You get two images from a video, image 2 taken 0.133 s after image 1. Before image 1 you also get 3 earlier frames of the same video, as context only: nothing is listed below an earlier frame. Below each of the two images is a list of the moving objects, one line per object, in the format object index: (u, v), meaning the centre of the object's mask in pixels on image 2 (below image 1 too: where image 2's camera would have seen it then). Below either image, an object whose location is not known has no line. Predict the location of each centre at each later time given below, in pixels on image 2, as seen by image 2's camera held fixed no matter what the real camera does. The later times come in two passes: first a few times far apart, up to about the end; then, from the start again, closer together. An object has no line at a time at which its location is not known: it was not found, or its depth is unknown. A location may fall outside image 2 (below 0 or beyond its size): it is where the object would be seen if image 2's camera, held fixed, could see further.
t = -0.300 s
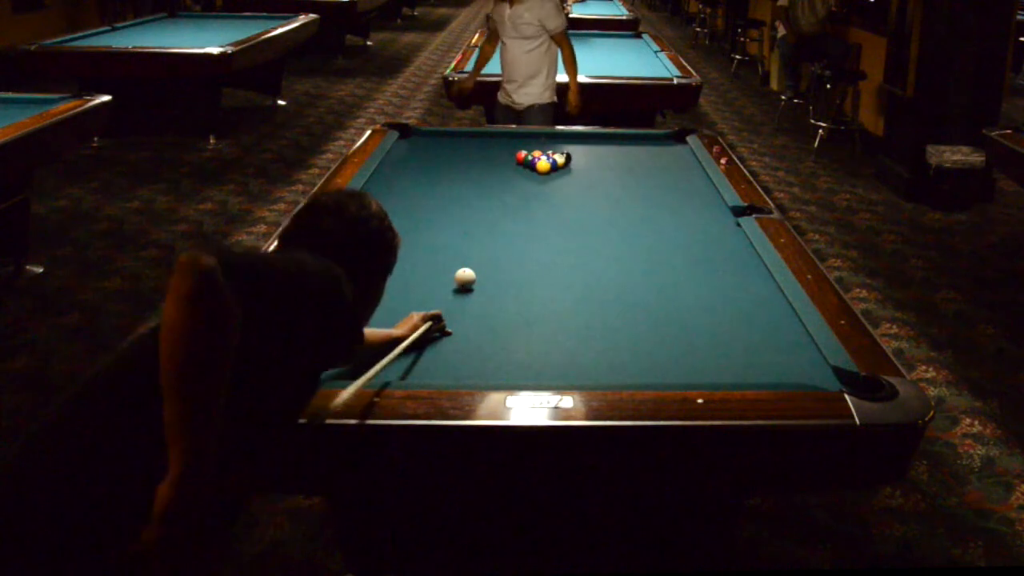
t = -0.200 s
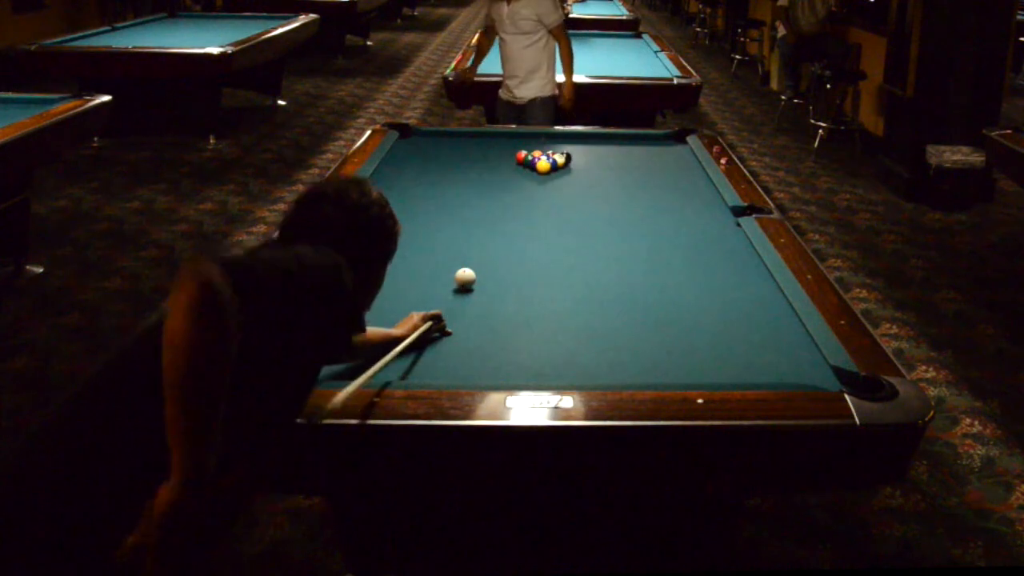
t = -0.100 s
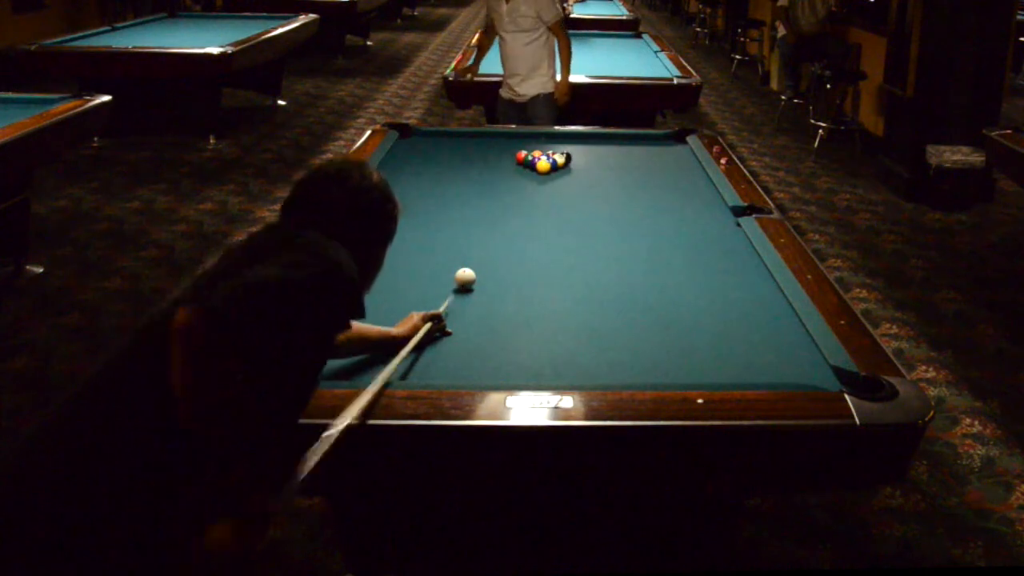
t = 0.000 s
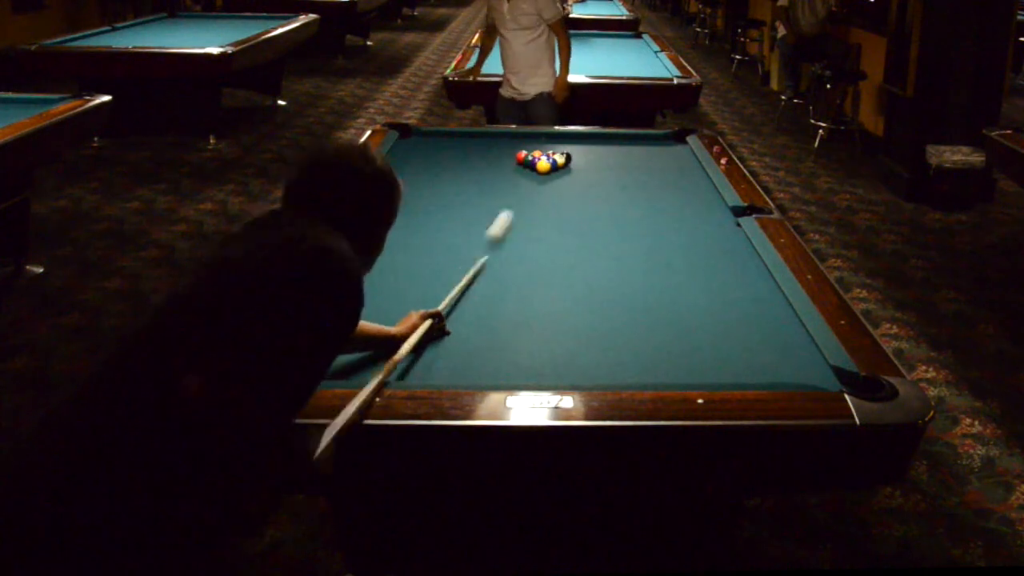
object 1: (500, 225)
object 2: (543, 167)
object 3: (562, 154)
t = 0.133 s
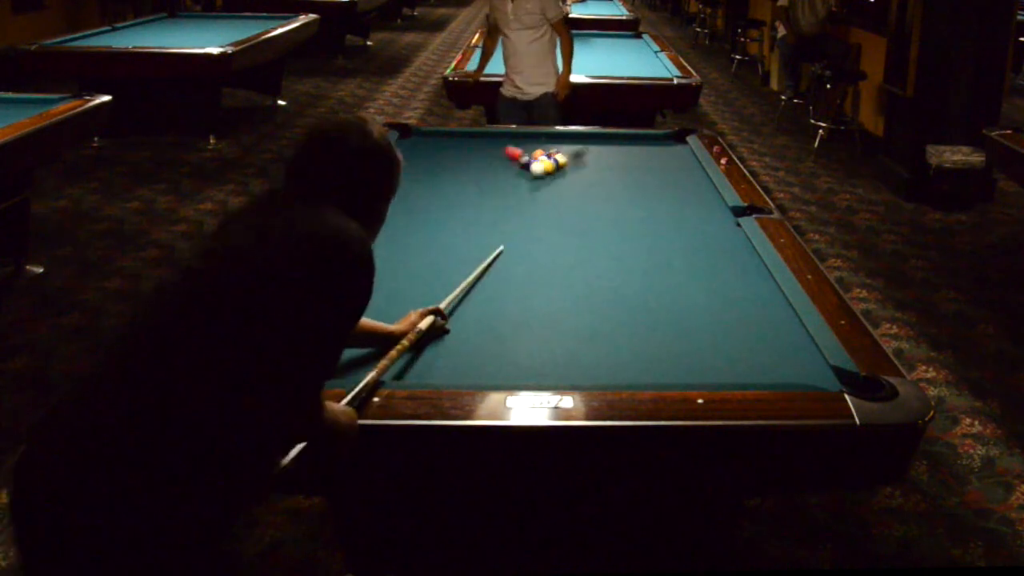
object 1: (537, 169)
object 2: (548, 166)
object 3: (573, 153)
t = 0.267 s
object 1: (524, 177)
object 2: (567, 171)
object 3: (630, 139)
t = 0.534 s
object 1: (504, 185)
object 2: (606, 178)
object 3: (694, 166)
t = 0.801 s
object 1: (487, 190)
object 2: (645, 187)
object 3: (677, 192)
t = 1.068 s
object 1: (470, 196)
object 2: (685, 194)
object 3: (653, 223)
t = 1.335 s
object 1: (453, 201)
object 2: (713, 202)
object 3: (624, 262)
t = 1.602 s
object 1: (438, 206)
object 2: (695, 205)
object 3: (587, 312)
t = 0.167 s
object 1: (534, 169)
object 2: (553, 168)
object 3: (593, 148)
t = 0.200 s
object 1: (530, 173)
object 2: (557, 169)
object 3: (606, 140)
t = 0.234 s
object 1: (527, 175)
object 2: (562, 170)
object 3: (620, 139)
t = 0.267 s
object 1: (524, 177)
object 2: (567, 171)
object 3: (630, 139)
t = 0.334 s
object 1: (518, 180)
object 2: (577, 172)
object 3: (645, 145)
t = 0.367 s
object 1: (515, 181)
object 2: (581, 173)
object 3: (653, 148)
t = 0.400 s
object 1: (513, 182)
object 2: (586, 174)
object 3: (661, 152)
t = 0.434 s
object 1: (511, 183)
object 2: (591, 175)
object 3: (670, 156)
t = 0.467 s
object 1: (508, 184)
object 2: (596, 176)
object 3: (679, 160)
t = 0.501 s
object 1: (506, 184)
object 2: (601, 177)
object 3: (686, 162)
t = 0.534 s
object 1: (504, 185)
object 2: (606, 178)
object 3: (694, 166)
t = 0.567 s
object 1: (502, 186)
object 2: (610, 179)
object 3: (693, 169)
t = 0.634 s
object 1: (498, 187)
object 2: (620, 181)
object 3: (689, 174)
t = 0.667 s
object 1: (495, 188)
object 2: (625, 182)
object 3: (686, 177)
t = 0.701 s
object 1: (493, 188)
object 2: (631, 183)
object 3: (684, 181)
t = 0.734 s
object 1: (491, 189)
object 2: (635, 184)
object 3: (681, 184)
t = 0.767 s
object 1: (489, 190)
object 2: (640, 185)
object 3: (679, 188)
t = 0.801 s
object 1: (487, 190)
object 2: (645, 187)
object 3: (677, 192)
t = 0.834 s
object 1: (485, 191)
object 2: (650, 187)
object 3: (674, 195)
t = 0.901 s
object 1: (480, 192)
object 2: (660, 189)
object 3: (669, 203)
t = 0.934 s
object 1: (478, 193)
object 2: (665, 190)
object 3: (666, 205)
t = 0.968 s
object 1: (476, 194)
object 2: (670, 191)
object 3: (663, 210)
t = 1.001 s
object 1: (474, 194)
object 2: (675, 192)
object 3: (659, 215)
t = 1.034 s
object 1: (472, 195)
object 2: (680, 194)
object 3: (657, 218)
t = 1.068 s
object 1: (470, 196)
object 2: (685, 194)
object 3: (653, 223)
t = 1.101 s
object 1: (468, 197)
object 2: (690, 195)
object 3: (650, 227)
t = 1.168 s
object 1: (464, 198)
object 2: (700, 198)
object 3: (644, 237)
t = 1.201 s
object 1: (461, 199)
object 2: (705, 198)
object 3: (639, 241)
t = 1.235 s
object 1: (459, 199)
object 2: (709, 199)
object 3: (636, 246)
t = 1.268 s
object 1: (457, 200)
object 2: (715, 200)
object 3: (632, 252)
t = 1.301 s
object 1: (455, 200)
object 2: (715, 201)
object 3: (628, 257)
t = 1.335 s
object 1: (453, 201)
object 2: (713, 202)
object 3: (624, 262)
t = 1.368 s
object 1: (451, 202)
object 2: (710, 202)
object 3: (620, 268)
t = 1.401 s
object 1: (449, 202)
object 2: (708, 202)
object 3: (616, 273)
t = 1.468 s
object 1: (446, 204)
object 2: (704, 203)
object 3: (607, 286)
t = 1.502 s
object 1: (444, 205)
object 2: (701, 204)
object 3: (602, 292)
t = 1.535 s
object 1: (442, 205)
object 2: (699, 204)
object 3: (597, 299)
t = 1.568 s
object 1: (440, 205)
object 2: (697, 205)
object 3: (592, 305)
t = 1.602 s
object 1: (438, 206)
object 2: (695, 205)
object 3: (587, 312)
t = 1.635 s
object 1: (436, 207)
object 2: (693, 206)
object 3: (581, 319)
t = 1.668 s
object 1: (434, 207)
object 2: (690, 206)
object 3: (576, 328)
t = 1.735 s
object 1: (430, 209)
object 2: (687, 207)
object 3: (564, 343)
